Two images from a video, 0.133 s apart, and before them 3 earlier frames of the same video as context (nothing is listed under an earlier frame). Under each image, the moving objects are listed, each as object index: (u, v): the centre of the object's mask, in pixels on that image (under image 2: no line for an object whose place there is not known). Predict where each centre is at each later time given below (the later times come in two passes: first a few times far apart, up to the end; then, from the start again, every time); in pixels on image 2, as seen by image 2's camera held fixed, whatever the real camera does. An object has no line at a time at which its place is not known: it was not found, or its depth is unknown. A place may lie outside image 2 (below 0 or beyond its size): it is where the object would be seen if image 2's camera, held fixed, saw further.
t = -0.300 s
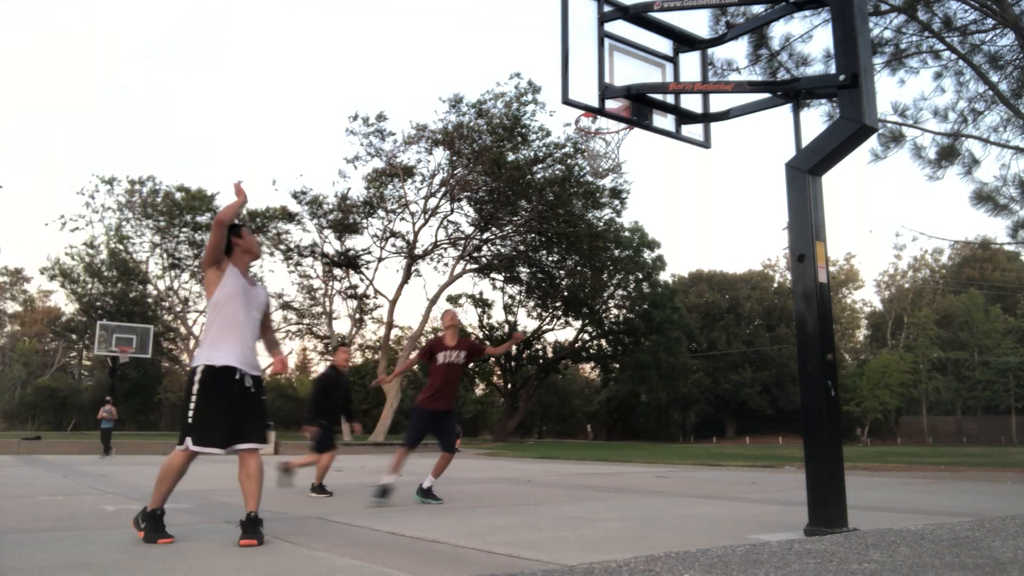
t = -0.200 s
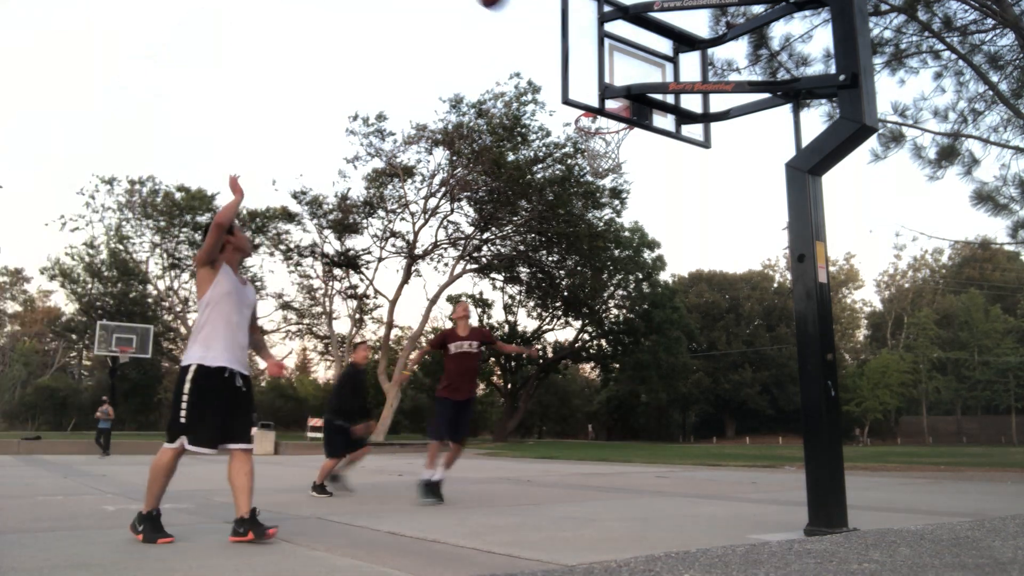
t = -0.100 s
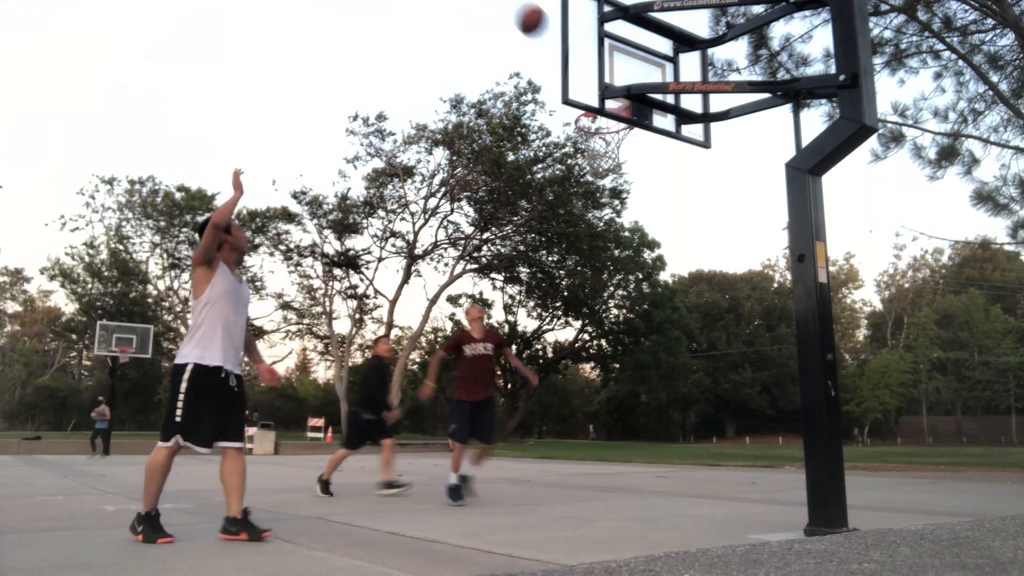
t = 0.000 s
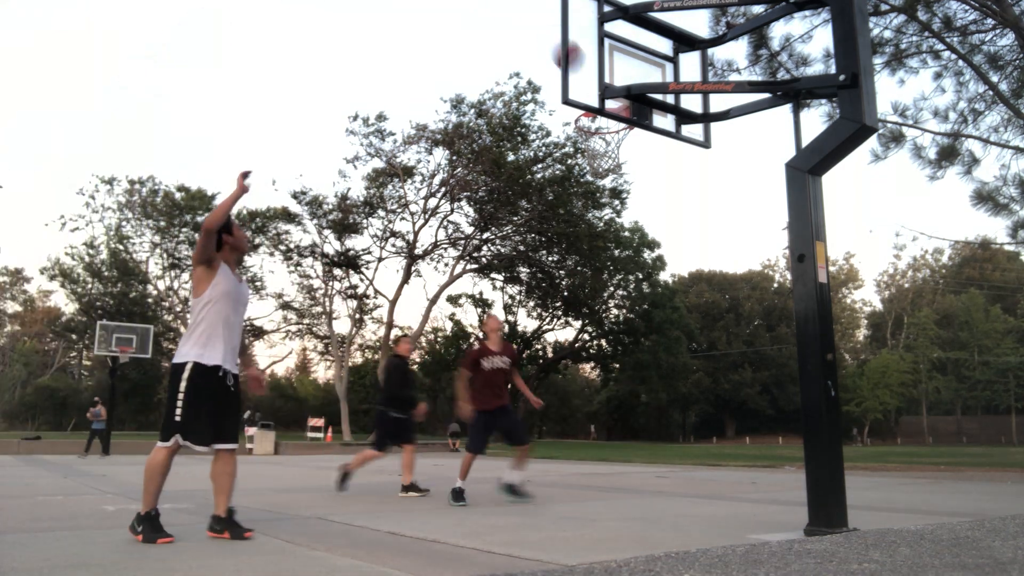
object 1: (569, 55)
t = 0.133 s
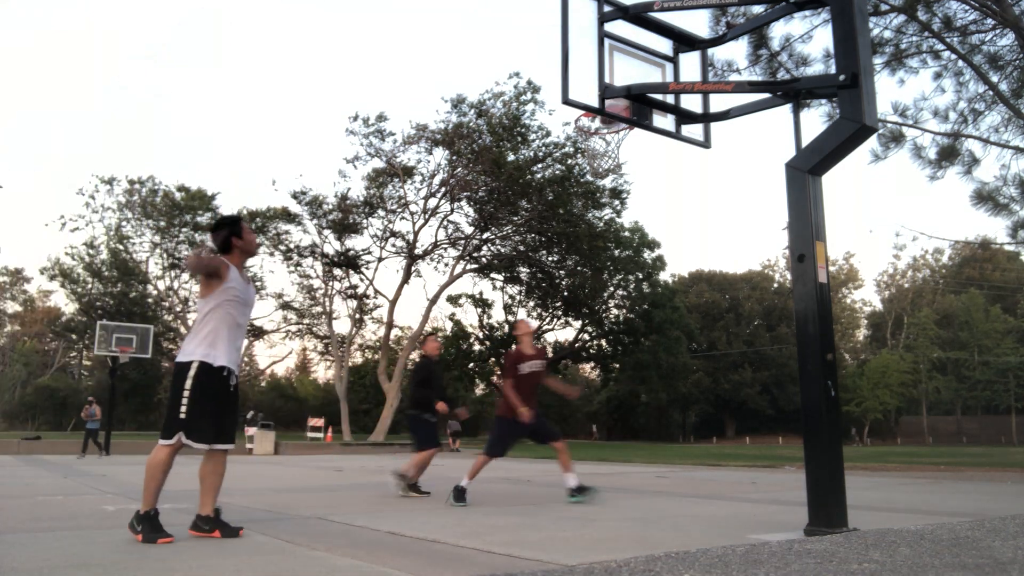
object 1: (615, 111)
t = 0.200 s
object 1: (618, 107)
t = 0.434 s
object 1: (598, 57)
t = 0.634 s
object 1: (585, 67)
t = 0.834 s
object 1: (560, 121)
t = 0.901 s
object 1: (550, 151)
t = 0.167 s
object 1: (615, 112)
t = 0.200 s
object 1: (618, 107)
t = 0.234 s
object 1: (616, 80)
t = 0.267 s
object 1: (614, 76)
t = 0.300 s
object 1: (610, 72)
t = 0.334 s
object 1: (607, 67)
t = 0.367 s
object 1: (606, 63)
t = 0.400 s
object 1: (604, 61)
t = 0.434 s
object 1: (598, 57)
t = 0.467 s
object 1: (595, 55)
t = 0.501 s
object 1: (595, 55)
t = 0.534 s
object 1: (593, 56)
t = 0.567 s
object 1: (590, 59)
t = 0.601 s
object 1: (587, 62)
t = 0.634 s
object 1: (585, 67)
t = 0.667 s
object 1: (583, 72)
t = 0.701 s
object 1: (580, 80)
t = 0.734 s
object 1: (578, 87)
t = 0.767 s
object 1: (569, 98)
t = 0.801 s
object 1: (563, 112)
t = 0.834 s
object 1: (560, 121)
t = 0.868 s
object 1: (555, 137)
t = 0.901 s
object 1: (550, 151)
